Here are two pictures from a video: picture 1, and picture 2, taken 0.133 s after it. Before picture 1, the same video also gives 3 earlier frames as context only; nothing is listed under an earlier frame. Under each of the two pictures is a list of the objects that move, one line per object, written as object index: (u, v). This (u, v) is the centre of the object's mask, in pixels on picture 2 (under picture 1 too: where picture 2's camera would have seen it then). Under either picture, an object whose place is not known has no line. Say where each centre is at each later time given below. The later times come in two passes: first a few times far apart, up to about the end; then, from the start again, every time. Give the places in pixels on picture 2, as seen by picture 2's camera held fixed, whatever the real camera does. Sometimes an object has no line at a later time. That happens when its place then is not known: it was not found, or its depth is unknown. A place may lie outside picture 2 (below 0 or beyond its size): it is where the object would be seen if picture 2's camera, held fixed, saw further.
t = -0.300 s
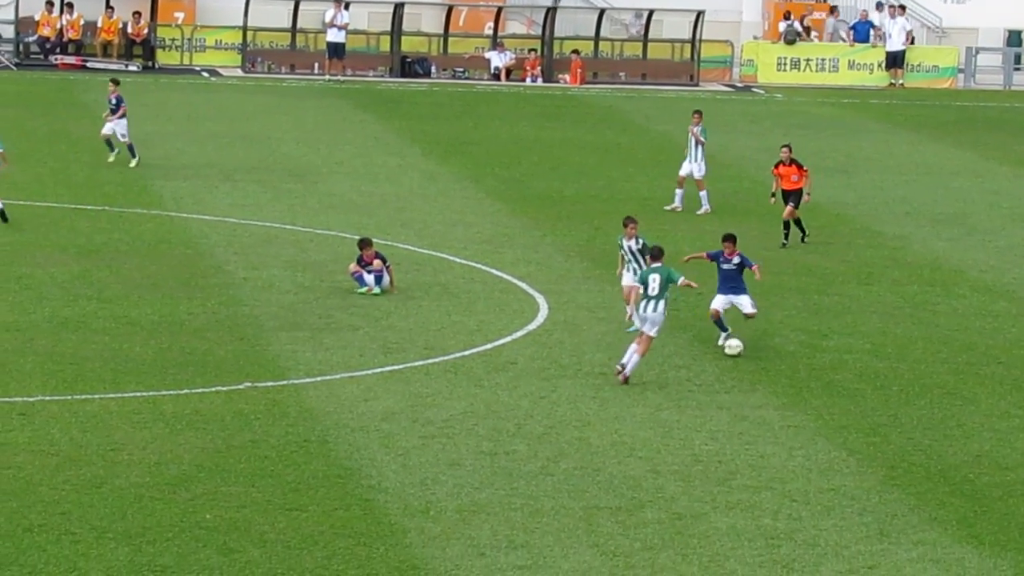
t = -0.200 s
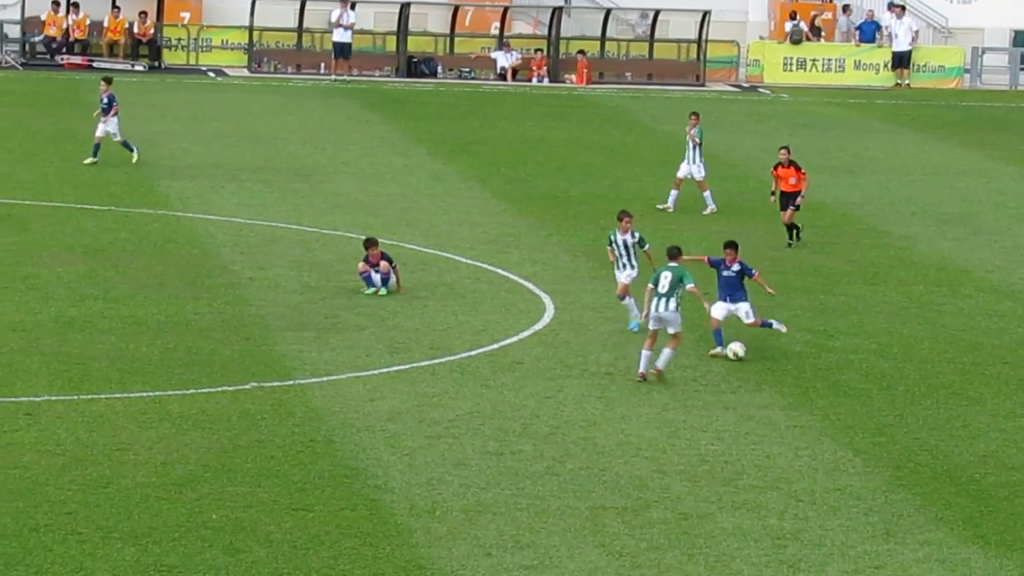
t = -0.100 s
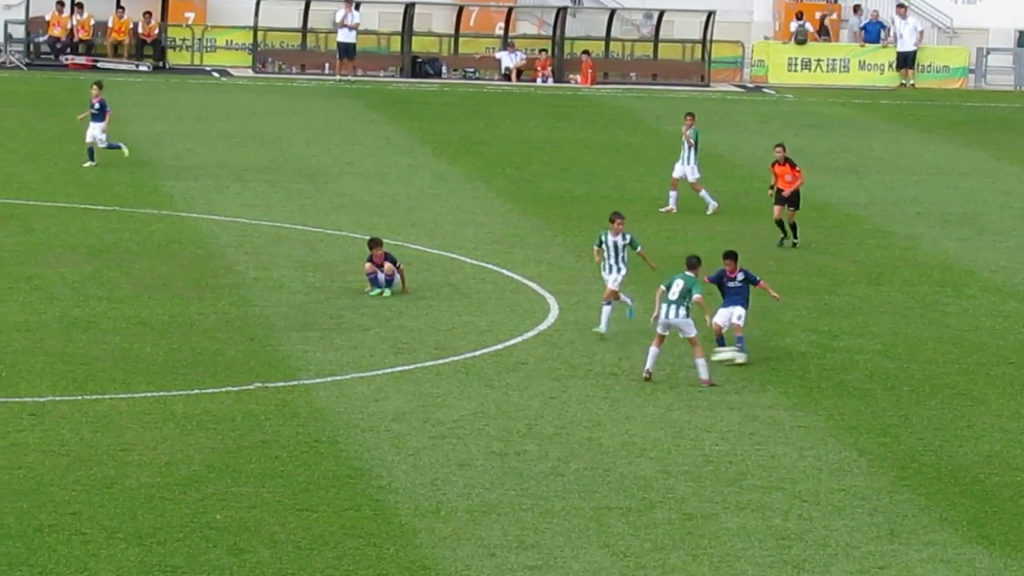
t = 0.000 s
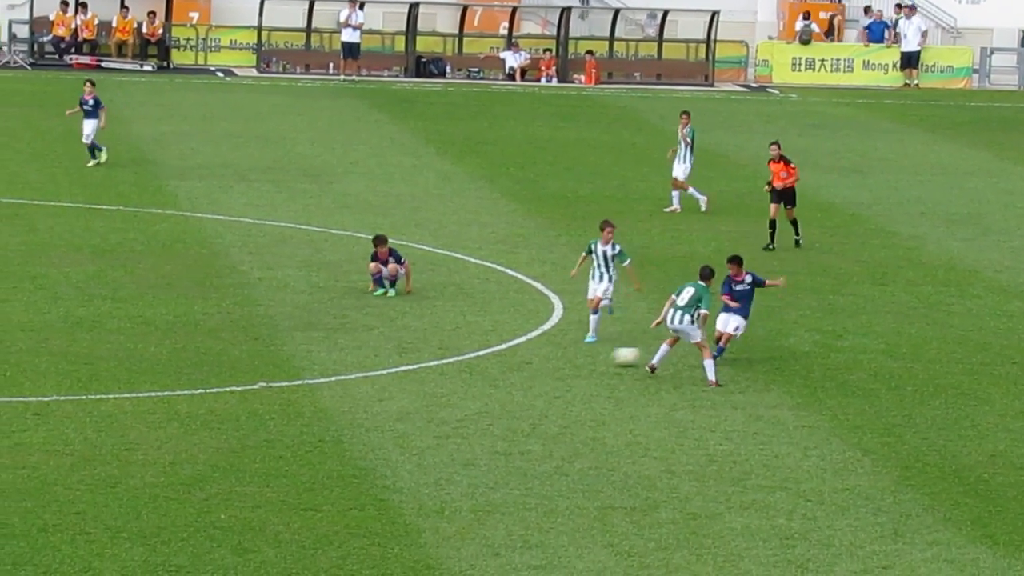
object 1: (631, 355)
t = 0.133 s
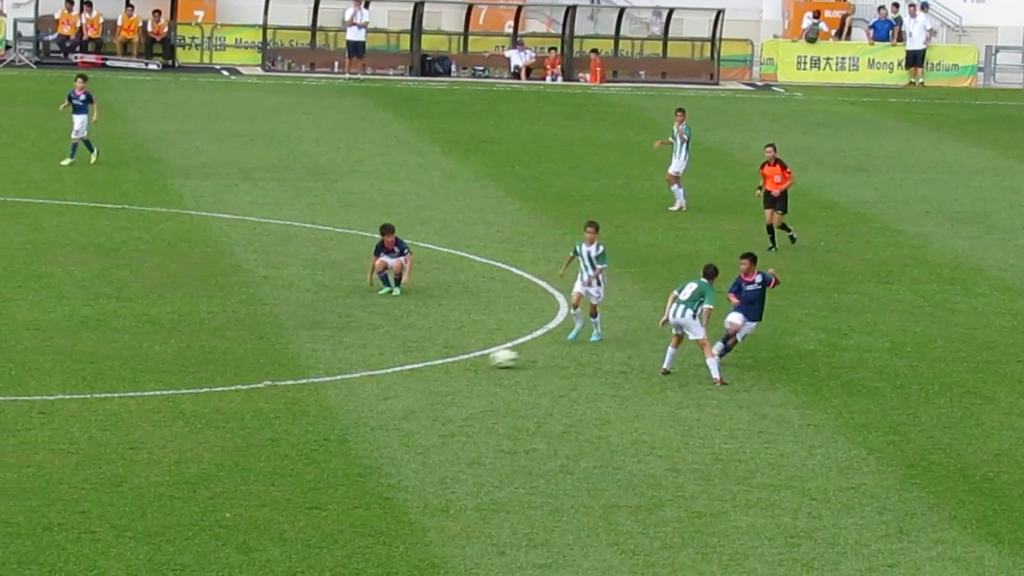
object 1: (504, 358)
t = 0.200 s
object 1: (445, 360)
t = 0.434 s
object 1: (263, 364)
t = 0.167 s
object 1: (474, 359)
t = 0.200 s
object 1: (445, 360)
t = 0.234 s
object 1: (415, 360)
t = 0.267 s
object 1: (388, 361)
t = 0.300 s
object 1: (362, 362)
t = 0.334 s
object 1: (336, 363)
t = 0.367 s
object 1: (310, 363)
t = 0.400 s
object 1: (287, 363)
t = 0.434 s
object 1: (263, 364)
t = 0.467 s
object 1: (241, 364)
